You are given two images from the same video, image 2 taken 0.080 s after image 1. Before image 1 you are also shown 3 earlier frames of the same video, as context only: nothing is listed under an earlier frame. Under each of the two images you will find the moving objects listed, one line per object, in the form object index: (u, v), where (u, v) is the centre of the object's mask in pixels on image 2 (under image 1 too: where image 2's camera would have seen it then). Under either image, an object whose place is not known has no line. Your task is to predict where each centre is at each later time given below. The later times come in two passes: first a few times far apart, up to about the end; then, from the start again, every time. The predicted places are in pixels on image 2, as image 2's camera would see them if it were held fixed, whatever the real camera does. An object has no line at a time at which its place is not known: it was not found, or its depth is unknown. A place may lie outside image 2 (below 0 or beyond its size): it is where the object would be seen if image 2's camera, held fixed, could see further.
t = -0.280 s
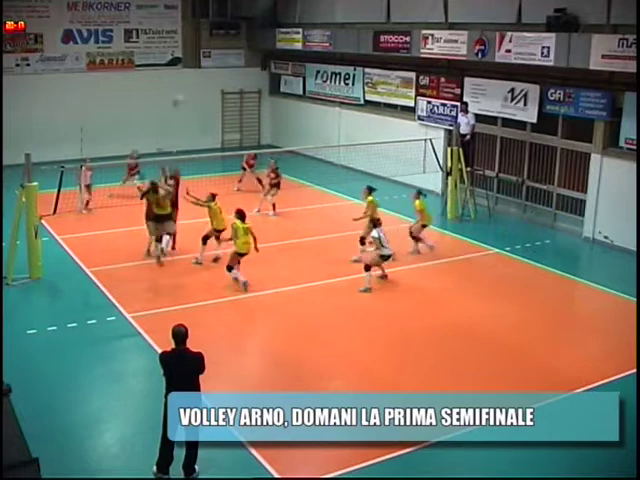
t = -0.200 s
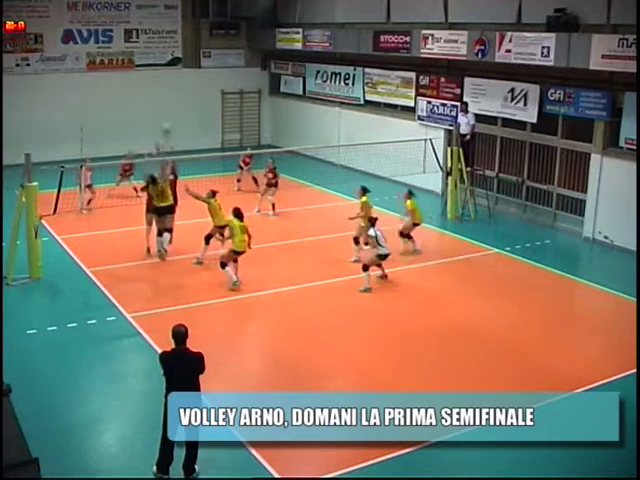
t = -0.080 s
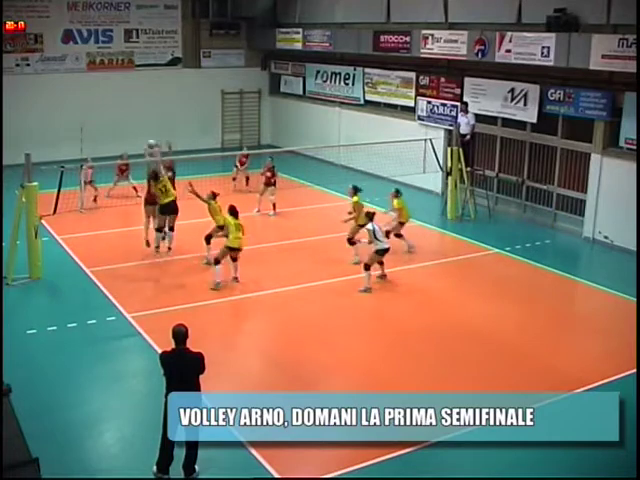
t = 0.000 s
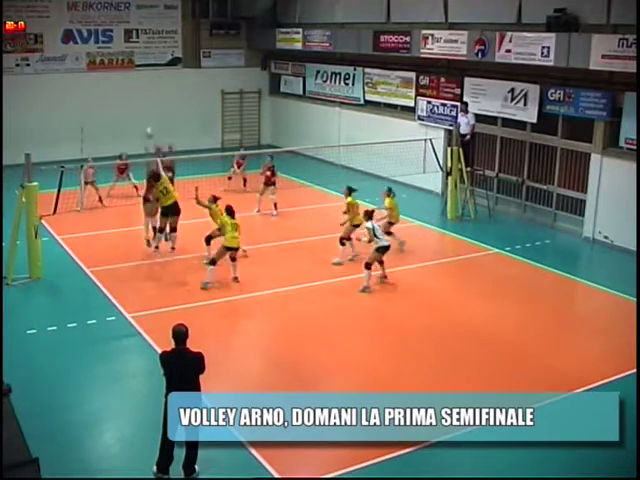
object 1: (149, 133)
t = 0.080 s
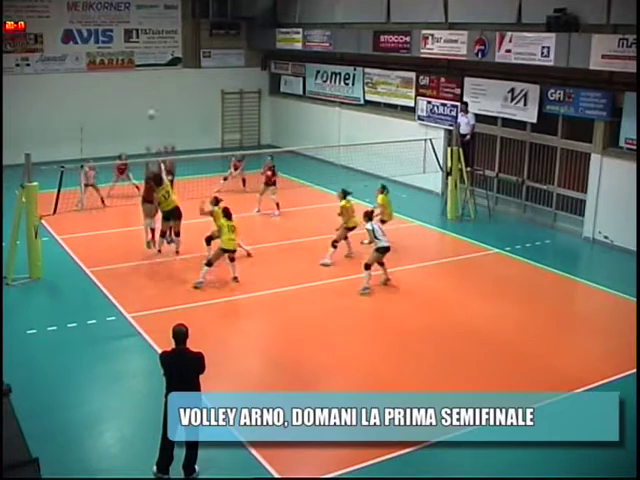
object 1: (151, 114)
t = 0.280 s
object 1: (155, 85)
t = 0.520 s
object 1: (160, 77)
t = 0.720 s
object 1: (163, 87)
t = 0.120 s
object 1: (152, 106)
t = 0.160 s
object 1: (153, 99)
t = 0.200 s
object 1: (153, 94)
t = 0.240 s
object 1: (155, 89)
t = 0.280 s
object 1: (155, 85)
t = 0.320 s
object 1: (156, 82)
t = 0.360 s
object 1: (156, 79)
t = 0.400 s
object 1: (157, 77)
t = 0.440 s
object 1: (158, 77)
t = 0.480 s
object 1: (159, 76)
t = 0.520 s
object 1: (160, 77)
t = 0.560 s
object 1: (160, 78)
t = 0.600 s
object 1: (161, 79)
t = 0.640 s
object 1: (161, 81)
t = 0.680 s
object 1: (162, 84)
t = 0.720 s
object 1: (163, 87)
